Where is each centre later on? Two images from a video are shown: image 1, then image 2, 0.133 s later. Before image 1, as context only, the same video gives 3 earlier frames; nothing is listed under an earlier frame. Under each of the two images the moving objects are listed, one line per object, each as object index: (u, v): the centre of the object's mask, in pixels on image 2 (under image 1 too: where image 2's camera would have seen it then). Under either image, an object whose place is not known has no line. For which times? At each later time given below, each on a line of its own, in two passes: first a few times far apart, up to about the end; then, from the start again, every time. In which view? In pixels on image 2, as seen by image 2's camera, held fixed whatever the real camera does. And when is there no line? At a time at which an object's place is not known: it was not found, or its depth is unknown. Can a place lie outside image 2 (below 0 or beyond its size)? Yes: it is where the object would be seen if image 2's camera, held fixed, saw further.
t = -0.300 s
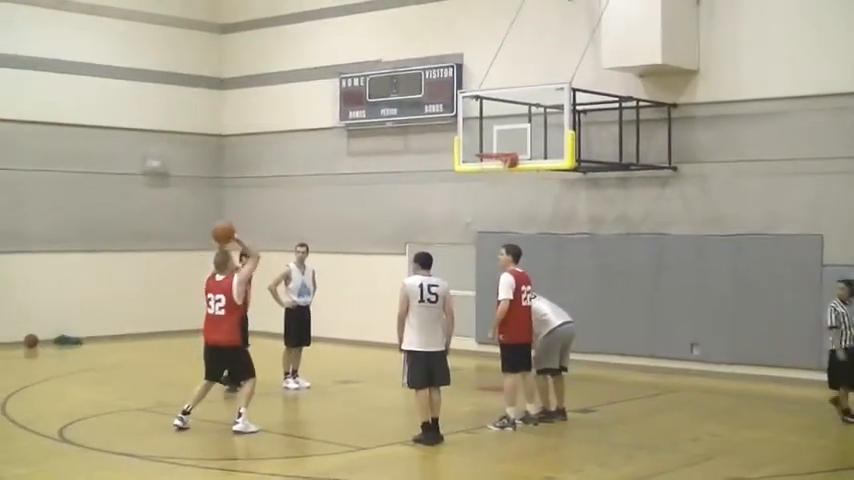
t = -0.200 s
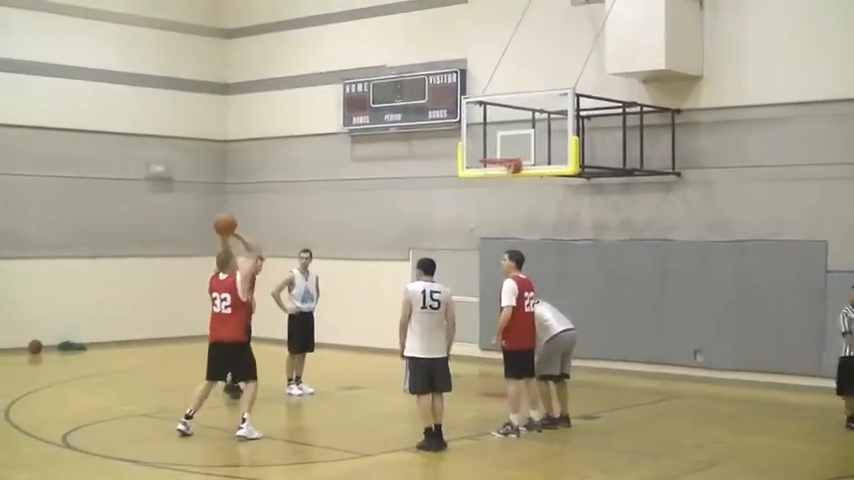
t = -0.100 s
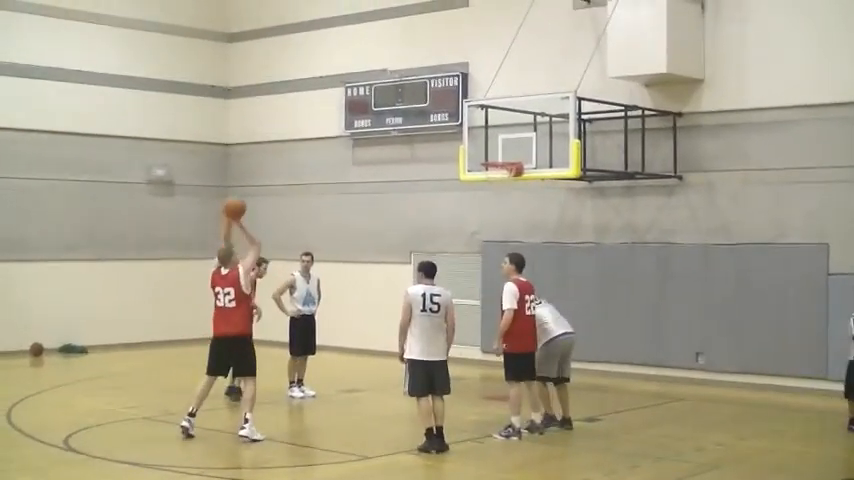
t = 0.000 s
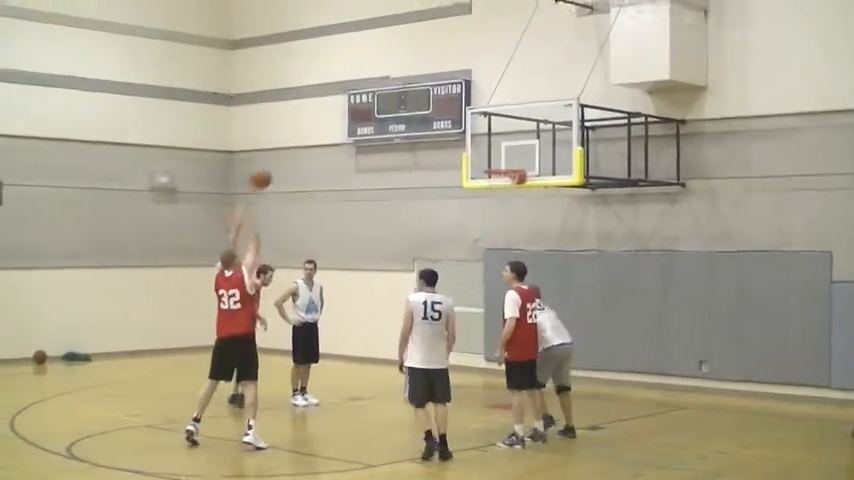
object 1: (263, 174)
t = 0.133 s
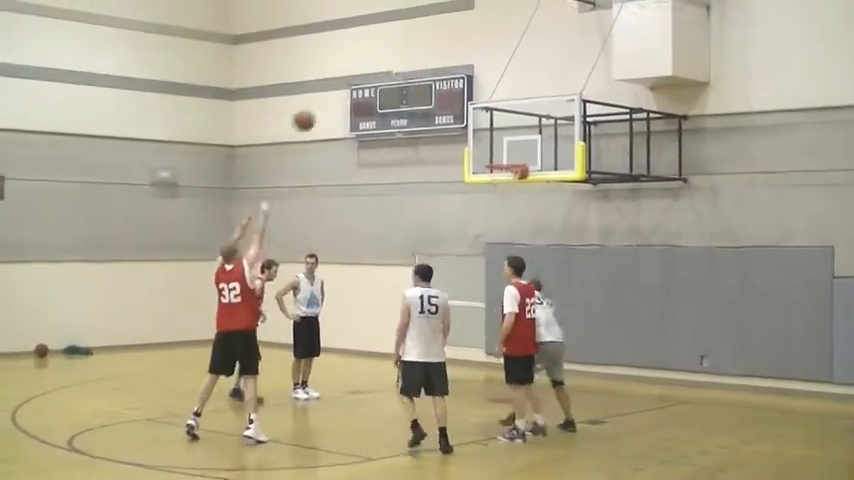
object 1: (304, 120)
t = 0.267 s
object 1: (342, 89)
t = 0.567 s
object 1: (420, 72)
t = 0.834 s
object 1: (480, 118)
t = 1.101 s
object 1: (499, 180)
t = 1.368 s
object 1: (485, 181)
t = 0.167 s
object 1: (313, 111)
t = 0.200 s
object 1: (323, 102)
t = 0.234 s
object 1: (333, 96)
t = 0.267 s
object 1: (342, 89)
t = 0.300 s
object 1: (351, 83)
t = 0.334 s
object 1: (360, 78)
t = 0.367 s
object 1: (369, 74)
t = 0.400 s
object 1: (378, 72)
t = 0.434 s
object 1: (386, 70)
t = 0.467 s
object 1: (395, 69)
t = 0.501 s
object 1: (403, 70)
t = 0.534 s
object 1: (412, 70)
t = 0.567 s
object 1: (420, 72)
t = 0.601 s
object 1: (428, 74)
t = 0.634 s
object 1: (436, 80)
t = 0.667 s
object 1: (444, 83)
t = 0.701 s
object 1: (451, 89)
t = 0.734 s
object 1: (459, 96)
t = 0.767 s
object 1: (467, 102)
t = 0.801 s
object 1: (474, 110)
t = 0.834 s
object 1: (480, 118)
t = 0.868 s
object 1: (488, 129)
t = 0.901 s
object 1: (496, 138)
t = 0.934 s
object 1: (502, 148)
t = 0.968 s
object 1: (509, 160)
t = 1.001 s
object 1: (509, 167)
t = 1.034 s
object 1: (507, 175)
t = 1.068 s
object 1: (504, 179)
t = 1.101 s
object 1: (499, 180)
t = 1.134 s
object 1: (495, 181)
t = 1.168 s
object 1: (492, 179)
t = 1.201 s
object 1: (489, 179)
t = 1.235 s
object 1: (488, 179)
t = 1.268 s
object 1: (486, 180)
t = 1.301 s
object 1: (485, 181)
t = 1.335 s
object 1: (485, 181)
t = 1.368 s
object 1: (485, 181)
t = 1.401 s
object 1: (487, 185)
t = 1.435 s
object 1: (488, 188)
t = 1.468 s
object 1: (491, 192)
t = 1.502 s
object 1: (493, 196)
